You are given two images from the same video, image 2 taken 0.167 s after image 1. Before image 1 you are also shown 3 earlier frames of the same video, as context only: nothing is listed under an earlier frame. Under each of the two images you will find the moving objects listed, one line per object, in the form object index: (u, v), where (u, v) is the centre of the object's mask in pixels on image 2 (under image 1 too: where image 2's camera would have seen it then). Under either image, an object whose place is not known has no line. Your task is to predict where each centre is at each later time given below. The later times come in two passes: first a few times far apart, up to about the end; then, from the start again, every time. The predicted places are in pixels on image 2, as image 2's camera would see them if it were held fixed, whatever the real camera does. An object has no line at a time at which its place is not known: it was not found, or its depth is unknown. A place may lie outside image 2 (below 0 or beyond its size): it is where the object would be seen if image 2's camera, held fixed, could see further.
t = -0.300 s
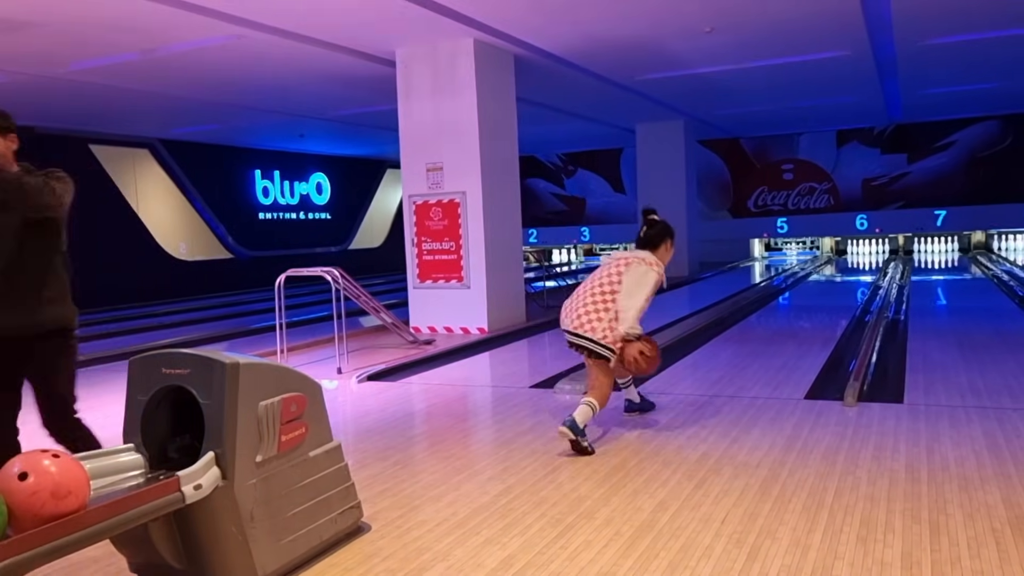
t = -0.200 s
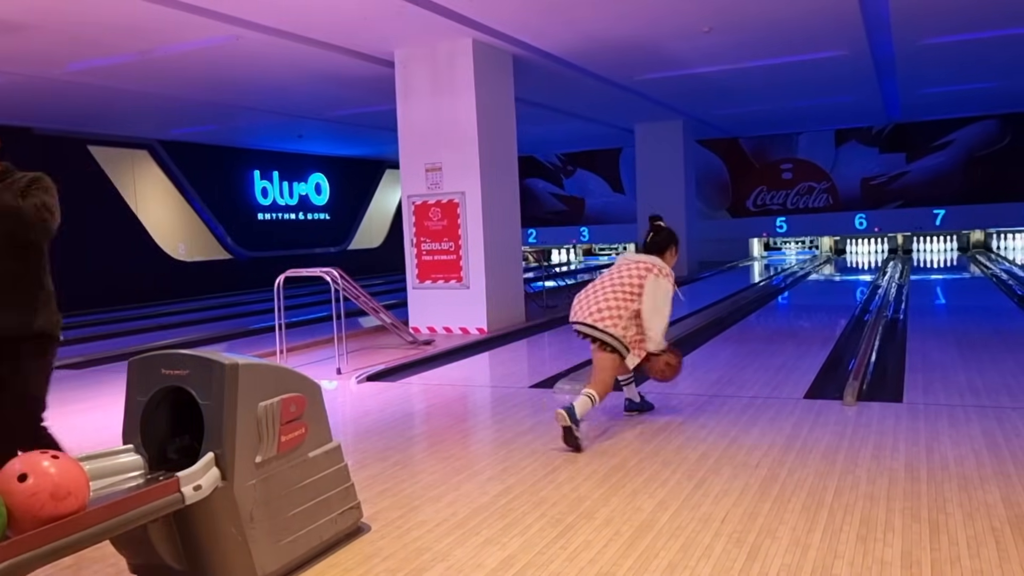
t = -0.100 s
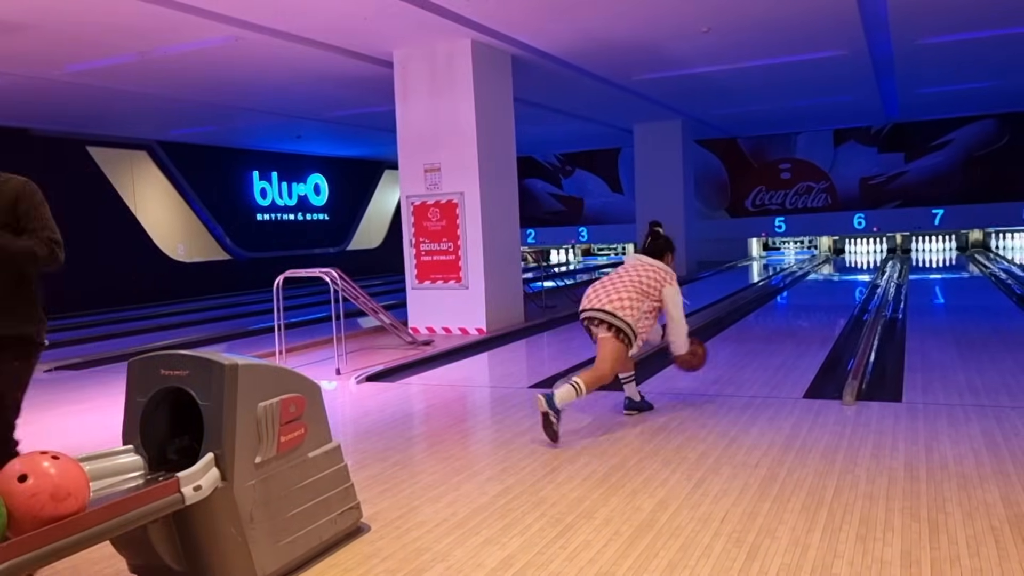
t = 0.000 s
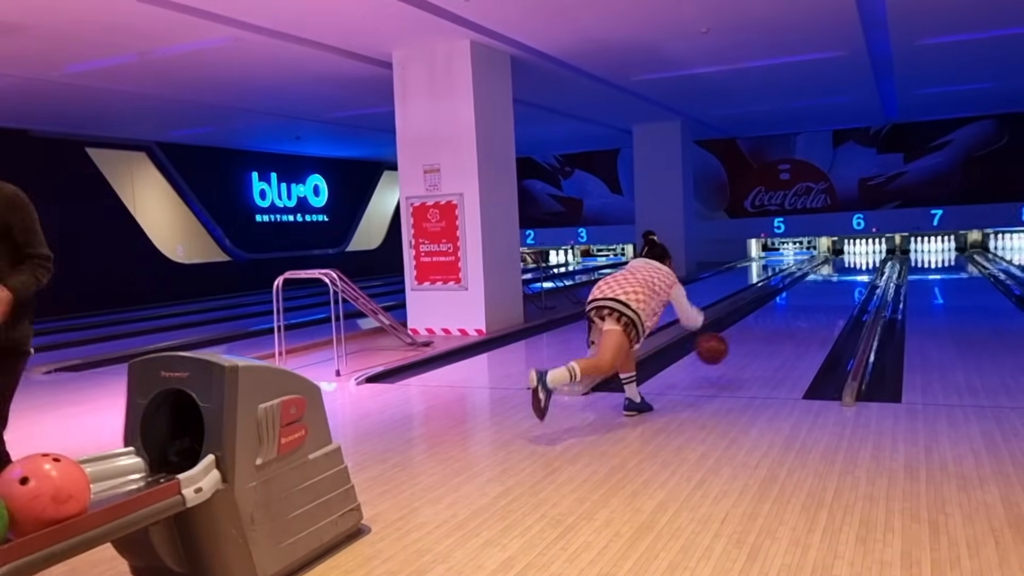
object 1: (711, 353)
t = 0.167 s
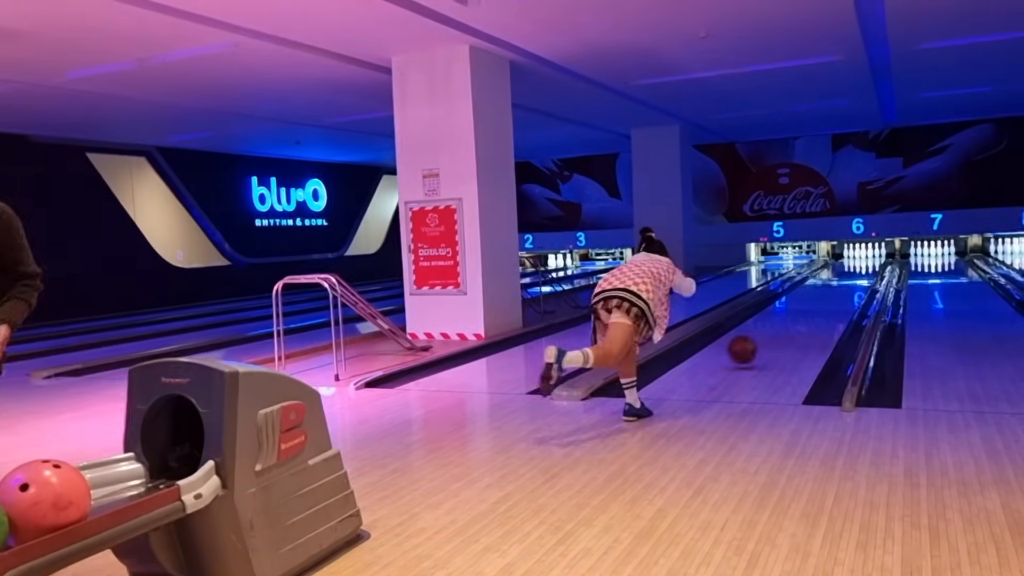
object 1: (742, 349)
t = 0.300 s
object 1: (761, 342)
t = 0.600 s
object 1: (793, 320)
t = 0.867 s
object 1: (815, 306)
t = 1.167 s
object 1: (832, 295)
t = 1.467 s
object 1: (845, 286)
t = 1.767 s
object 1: (856, 279)
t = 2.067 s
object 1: (864, 273)
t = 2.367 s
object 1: (872, 268)
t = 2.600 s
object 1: (874, 265)
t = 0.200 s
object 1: (747, 345)
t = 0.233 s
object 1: (752, 343)
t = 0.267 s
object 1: (757, 343)
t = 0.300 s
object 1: (761, 342)
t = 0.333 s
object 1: (765, 339)
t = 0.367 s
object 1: (769, 336)
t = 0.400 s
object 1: (773, 334)
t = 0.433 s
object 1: (777, 331)
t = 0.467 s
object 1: (780, 329)
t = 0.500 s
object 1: (784, 327)
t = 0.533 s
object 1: (787, 324)
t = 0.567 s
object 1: (790, 322)
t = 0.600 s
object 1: (793, 320)
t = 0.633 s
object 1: (796, 318)
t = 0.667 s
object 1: (799, 316)
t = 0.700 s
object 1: (802, 314)
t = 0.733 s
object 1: (804, 313)
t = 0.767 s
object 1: (807, 311)
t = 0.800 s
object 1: (810, 310)
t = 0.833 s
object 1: (812, 308)
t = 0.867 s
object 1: (815, 306)
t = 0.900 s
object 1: (817, 305)
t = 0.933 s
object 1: (819, 304)
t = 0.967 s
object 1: (821, 302)
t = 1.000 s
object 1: (823, 301)
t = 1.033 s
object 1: (825, 300)
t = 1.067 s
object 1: (827, 298)
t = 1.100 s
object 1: (829, 297)
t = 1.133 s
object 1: (830, 296)
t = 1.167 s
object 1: (832, 295)
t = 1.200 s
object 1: (834, 294)
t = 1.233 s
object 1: (835, 293)
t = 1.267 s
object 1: (837, 292)
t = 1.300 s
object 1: (838, 291)
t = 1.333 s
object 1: (840, 290)
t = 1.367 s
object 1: (841, 289)
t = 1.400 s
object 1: (843, 288)
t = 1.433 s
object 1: (844, 287)
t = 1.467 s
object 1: (845, 286)
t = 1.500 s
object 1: (847, 285)
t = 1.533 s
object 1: (848, 284)
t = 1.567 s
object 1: (849, 283)
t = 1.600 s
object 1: (850, 282)
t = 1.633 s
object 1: (851, 282)
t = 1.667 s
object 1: (853, 281)
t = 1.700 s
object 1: (854, 280)
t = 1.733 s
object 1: (855, 279)
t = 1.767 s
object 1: (856, 279)
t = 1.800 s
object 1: (857, 278)
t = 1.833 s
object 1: (858, 277)
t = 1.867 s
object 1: (859, 276)
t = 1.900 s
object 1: (860, 276)
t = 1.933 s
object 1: (861, 275)
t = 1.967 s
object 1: (862, 274)
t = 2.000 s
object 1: (863, 274)
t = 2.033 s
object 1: (864, 273)
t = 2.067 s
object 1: (864, 273)
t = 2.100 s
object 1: (865, 272)
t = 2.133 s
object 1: (866, 272)
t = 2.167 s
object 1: (867, 271)
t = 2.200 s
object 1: (867, 271)
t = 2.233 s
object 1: (868, 270)
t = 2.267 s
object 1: (868, 270)
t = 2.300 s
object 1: (869, 269)
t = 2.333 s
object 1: (870, 269)
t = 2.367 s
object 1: (872, 268)
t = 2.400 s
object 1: (872, 268)
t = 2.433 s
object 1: (872, 268)
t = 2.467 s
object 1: (873, 267)
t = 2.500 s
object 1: (873, 267)
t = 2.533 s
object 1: (873, 266)
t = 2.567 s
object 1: (874, 266)
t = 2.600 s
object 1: (874, 265)
